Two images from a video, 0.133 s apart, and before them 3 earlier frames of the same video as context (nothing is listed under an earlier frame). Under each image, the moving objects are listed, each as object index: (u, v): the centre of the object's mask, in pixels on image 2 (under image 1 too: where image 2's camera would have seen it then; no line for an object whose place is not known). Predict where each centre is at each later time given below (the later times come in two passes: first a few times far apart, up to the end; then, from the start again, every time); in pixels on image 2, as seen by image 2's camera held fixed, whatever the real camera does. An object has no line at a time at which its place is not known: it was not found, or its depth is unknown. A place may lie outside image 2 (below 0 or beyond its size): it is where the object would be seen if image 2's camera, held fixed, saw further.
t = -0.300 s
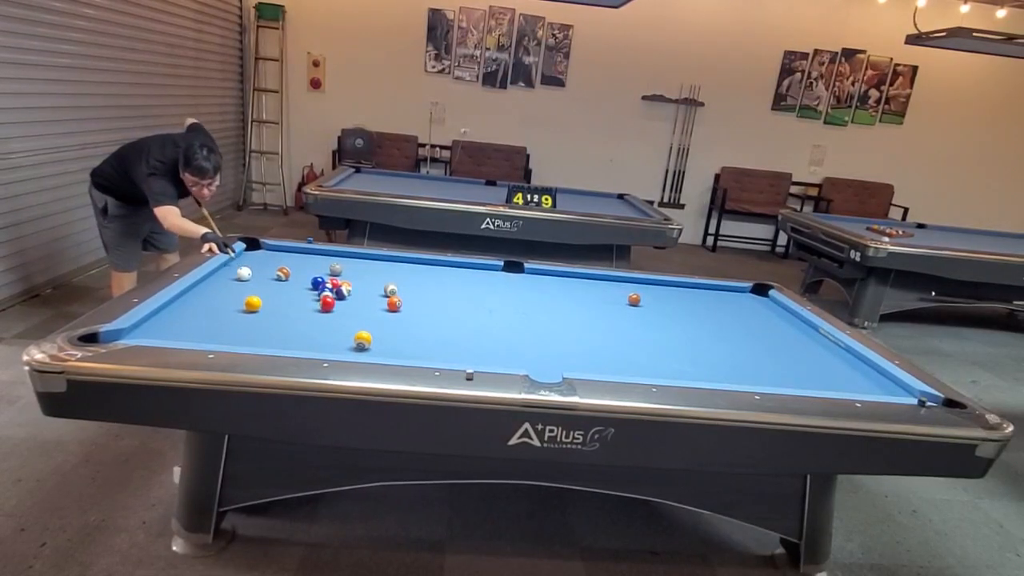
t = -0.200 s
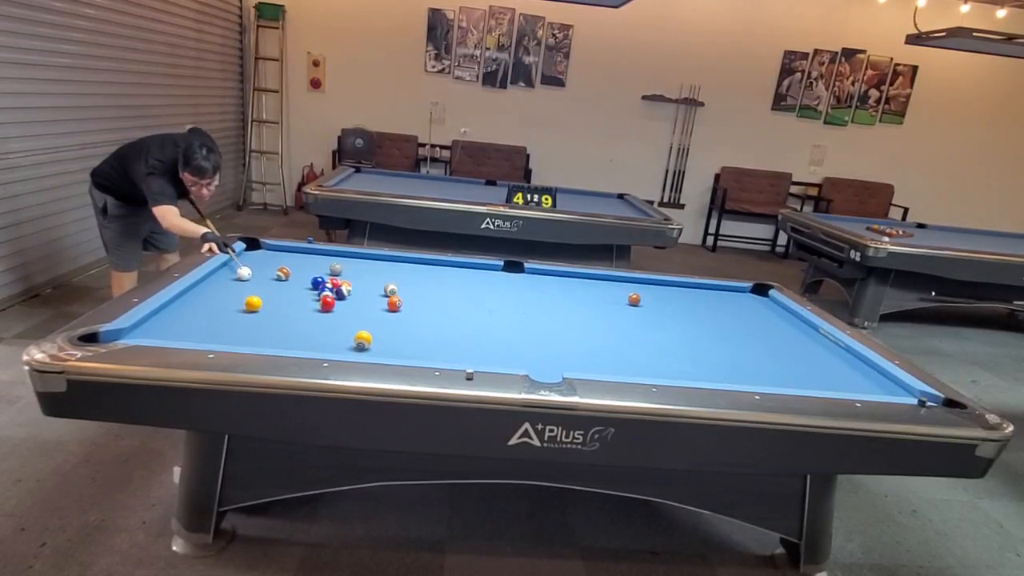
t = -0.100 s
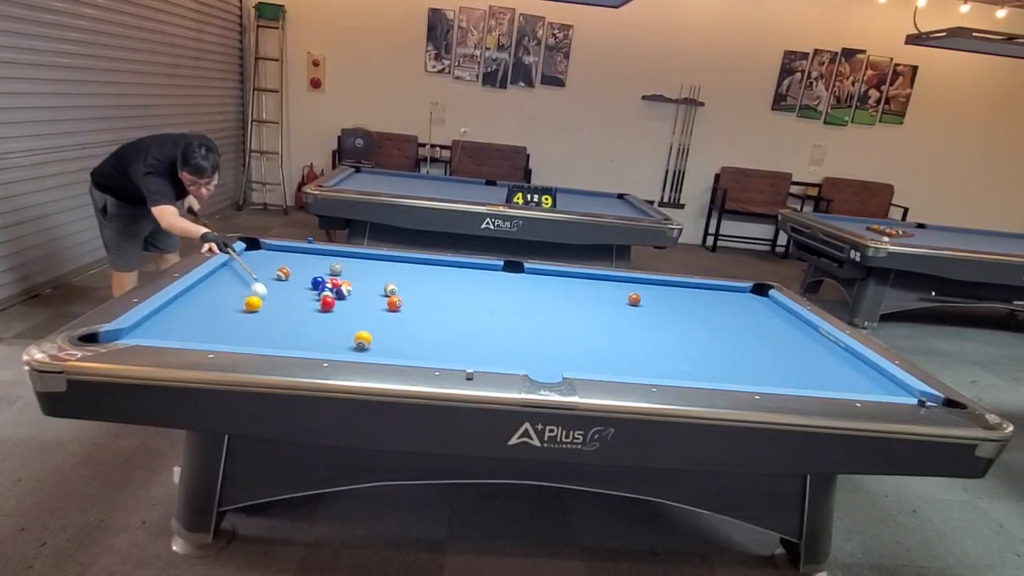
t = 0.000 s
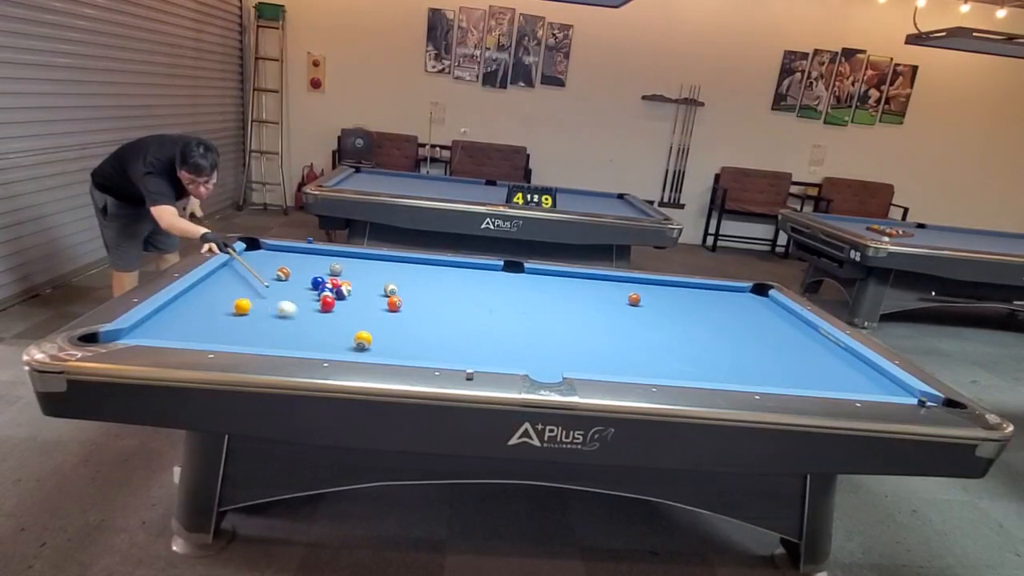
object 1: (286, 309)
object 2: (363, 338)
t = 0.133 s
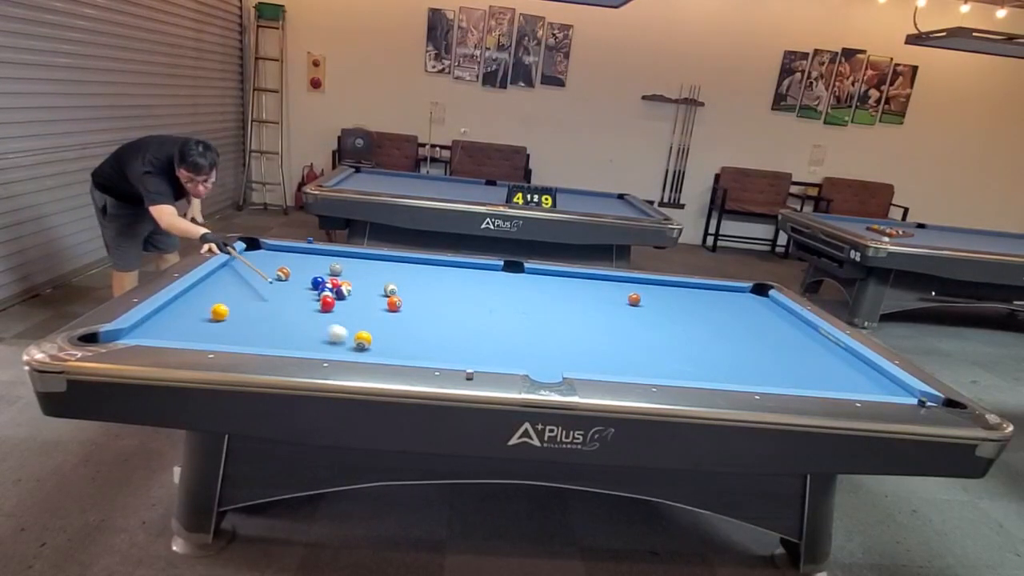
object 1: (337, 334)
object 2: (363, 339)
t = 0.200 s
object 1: (342, 345)
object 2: (386, 341)
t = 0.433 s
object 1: (365, 339)
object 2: (476, 353)
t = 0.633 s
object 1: (392, 327)
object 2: (545, 362)
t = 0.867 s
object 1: (421, 315)
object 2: (626, 370)
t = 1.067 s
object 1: (442, 305)
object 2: (688, 376)
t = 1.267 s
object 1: (459, 297)
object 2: (744, 379)
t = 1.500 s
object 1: (478, 289)
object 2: (807, 383)
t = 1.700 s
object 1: (492, 283)
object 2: (857, 385)
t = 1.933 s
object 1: (507, 276)
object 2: (899, 388)
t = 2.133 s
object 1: (518, 271)
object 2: (872, 385)
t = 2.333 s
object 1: (511, 268)
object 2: (845, 383)
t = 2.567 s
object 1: (508, 269)
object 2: (815, 380)
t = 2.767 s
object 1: (511, 271)
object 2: (790, 379)
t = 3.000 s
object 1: (513, 273)
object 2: (761, 376)
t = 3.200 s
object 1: (514, 275)
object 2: (737, 373)
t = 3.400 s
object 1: (516, 276)
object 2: (715, 372)
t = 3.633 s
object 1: (517, 277)
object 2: (690, 369)
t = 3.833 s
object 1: (518, 278)
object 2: (668, 368)
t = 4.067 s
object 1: (519, 279)
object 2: (646, 365)
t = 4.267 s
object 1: (519, 279)
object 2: (626, 364)
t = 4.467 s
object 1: (519, 279)
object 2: (608, 363)
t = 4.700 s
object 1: (519, 279)
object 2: (588, 360)
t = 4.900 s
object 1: (519, 279)
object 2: (572, 358)
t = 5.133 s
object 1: (519, 280)
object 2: (554, 357)
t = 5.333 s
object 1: (519, 279)
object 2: (540, 356)
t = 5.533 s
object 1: (519, 280)
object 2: (527, 354)
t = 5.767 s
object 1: (519, 280)
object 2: (512, 354)
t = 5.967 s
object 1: (519, 280)
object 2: (502, 353)
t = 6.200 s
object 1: (519, 280)
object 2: (489, 352)
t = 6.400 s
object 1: (519, 280)
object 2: (481, 350)
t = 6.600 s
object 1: (519, 280)
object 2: (472, 349)
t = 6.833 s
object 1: (519, 279)
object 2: (463, 349)
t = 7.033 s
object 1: (519, 279)
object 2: (456, 348)
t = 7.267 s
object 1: (519, 279)
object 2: (450, 348)
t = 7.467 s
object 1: (519, 279)
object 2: (446, 348)
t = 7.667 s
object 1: (519, 279)
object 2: (442, 348)
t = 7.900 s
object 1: (519, 279)
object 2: (440, 348)
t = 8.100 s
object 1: (519, 279)
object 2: (439, 348)
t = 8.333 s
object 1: (519, 279)
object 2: (438, 348)
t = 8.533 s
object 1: (519, 279)
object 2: (438, 347)
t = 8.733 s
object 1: (519, 279)
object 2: (438, 347)
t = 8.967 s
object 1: (519, 279)
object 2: (438, 347)
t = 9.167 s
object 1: (519, 279)
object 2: (438, 347)
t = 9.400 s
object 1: (519, 279)
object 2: (438, 347)
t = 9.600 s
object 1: (519, 279)
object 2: (438, 347)
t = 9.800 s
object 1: (519, 279)
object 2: (438, 347)
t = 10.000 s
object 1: (519, 279)
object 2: (438, 347)
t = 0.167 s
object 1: (344, 340)
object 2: (369, 339)
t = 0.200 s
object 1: (342, 345)
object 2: (386, 341)
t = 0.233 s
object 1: (340, 347)
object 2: (401, 343)
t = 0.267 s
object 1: (340, 349)
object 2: (415, 345)
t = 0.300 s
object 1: (345, 347)
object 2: (429, 347)
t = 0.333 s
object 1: (350, 346)
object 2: (441, 349)
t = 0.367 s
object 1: (355, 344)
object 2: (453, 351)
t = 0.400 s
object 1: (360, 341)
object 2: (465, 352)
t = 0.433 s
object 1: (365, 339)
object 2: (476, 353)
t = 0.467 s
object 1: (370, 337)
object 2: (488, 355)
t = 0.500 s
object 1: (375, 335)
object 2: (499, 356)
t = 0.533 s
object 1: (379, 333)
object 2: (511, 358)
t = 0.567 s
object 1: (384, 330)
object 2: (522, 359)
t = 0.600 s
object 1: (388, 329)
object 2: (534, 361)
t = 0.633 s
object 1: (392, 327)
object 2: (545, 362)
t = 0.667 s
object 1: (397, 325)
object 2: (557, 364)
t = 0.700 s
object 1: (401, 323)
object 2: (568, 365)
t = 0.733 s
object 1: (405, 321)
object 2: (579, 366)
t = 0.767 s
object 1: (409, 320)
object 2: (591, 367)
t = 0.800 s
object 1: (413, 318)
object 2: (603, 368)
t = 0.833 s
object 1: (417, 316)
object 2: (614, 369)
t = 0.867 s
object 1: (421, 315)
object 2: (626, 370)
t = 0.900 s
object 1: (424, 313)
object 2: (637, 372)
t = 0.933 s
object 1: (428, 311)
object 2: (648, 373)
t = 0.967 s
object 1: (431, 310)
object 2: (659, 374)
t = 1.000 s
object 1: (435, 308)
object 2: (669, 374)
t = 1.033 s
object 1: (438, 307)
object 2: (678, 375)
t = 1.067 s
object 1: (442, 305)
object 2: (688, 376)
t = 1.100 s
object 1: (445, 304)
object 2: (698, 376)
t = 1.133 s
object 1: (448, 302)
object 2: (707, 377)
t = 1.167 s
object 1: (451, 301)
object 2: (717, 377)
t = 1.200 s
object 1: (454, 300)
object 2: (726, 378)
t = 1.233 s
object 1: (457, 298)
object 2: (734, 378)
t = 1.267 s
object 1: (459, 297)
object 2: (744, 379)
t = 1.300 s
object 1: (462, 296)
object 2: (753, 379)
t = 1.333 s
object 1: (465, 295)
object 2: (762, 380)
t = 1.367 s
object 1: (468, 294)
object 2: (771, 381)
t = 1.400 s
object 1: (471, 292)
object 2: (780, 381)
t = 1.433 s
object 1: (474, 291)
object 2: (789, 381)
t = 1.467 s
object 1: (476, 290)
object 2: (798, 382)
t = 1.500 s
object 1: (478, 289)
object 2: (807, 383)
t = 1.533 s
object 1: (480, 288)
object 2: (815, 383)
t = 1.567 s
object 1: (483, 287)
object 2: (824, 383)
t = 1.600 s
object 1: (486, 286)
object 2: (832, 384)
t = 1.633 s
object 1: (488, 284)
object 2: (840, 384)
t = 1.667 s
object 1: (490, 284)
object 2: (849, 385)
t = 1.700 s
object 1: (492, 283)
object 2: (857, 385)
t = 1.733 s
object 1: (495, 281)
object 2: (865, 386)
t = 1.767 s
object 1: (496, 281)
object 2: (874, 386)
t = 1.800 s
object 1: (499, 279)
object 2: (882, 387)
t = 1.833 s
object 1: (501, 278)
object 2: (890, 387)
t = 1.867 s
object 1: (503, 278)
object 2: (898, 388)
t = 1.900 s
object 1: (505, 277)
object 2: (904, 388)
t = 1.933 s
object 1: (507, 276)
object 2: (899, 388)
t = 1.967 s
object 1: (509, 275)
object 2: (895, 387)
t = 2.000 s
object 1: (511, 274)
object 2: (890, 387)
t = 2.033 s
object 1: (512, 273)
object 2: (886, 387)
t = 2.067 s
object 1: (514, 272)
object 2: (880, 386)
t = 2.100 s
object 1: (516, 271)
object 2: (876, 385)
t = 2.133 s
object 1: (518, 271)
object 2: (872, 385)
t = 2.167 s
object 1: (520, 270)
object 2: (867, 385)
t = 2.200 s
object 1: (520, 269)
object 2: (863, 385)
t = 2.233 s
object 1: (518, 269)
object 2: (858, 384)
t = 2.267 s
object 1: (516, 269)
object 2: (854, 383)
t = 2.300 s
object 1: (513, 268)
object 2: (849, 383)
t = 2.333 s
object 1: (511, 268)
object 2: (845, 383)
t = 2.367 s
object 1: (509, 268)
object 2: (841, 383)
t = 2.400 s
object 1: (507, 268)
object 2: (836, 382)
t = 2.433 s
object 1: (507, 268)
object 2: (831, 382)
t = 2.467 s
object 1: (507, 268)
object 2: (827, 382)
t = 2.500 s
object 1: (508, 268)
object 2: (823, 381)
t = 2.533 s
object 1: (508, 269)
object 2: (819, 381)
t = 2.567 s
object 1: (508, 269)
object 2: (815, 380)
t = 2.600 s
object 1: (509, 270)
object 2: (810, 380)
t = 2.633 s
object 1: (509, 270)
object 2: (807, 380)
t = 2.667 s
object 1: (510, 270)
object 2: (802, 379)
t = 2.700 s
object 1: (510, 271)
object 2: (798, 379)
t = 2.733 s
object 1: (510, 271)
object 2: (794, 379)
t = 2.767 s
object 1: (511, 271)
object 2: (790, 379)
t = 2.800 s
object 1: (511, 271)
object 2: (785, 378)
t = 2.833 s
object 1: (511, 272)
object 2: (781, 378)
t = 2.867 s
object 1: (512, 272)
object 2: (777, 377)
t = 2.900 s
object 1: (512, 273)
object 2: (773, 377)
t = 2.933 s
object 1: (512, 273)
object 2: (769, 377)
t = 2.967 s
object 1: (512, 273)
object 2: (765, 377)
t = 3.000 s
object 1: (513, 273)
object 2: (761, 376)
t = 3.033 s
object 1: (513, 273)
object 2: (757, 376)
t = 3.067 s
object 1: (513, 274)
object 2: (753, 374)
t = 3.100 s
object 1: (514, 274)
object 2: (749, 373)
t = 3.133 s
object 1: (514, 274)
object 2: (745, 374)
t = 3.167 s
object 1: (514, 274)
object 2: (741, 373)
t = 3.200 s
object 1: (514, 275)
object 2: (737, 373)
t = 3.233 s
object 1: (515, 275)
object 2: (733, 373)
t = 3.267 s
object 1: (515, 275)
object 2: (729, 373)
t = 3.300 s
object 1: (515, 275)
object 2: (726, 373)
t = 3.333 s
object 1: (515, 275)
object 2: (722, 372)
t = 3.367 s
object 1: (515, 276)
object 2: (719, 372)
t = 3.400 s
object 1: (516, 276)
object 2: (715, 372)
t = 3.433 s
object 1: (516, 276)
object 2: (711, 371)
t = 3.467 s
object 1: (516, 276)
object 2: (707, 371)
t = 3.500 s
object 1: (516, 276)
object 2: (704, 371)
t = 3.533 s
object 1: (516, 276)
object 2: (700, 370)
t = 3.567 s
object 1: (517, 277)
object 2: (697, 369)
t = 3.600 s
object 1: (517, 277)
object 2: (693, 369)
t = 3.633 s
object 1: (517, 277)
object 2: (690, 369)
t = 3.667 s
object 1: (517, 277)
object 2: (686, 369)
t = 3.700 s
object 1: (517, 277)
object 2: (682, 368)
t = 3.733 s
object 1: (517, 278)
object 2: (679, 368)
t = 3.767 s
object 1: (518, 278)
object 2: (675, 368)
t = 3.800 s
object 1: (518, 278)
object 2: (672, 367)
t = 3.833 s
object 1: (518, 278)
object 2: (668, 368)
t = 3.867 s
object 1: (518, 278)
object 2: (665, 367)
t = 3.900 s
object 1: (518, 278)
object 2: (661, 367)
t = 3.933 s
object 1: (518, 278)
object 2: (658, 367)
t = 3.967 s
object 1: (518, 278)
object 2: (655, 366)
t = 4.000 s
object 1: (518, 279)
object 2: (652, 366)
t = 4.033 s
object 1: (519, 279)
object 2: (649, 366)
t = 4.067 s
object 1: (519, 279)
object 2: (646, 365)
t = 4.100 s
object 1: (519, 279)
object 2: (642, 364)
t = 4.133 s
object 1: (519, 279)
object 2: (639, 364)
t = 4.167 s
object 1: (519, 279)
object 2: (636, 364)
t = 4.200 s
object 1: (519, 279)
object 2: (632, 364)
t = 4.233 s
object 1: (519, 279)
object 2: (629, 364)
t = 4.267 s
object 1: (519, 279)
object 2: (626, 364)
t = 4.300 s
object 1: (519, 279)
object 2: (623, 363)
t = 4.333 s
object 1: (519, 279)
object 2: (620, 364)
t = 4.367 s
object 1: (519, 279)
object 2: (617, 363)
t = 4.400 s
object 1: (519, 279)
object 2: (614, 363)
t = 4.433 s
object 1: (519, 279)
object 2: (611, 363)
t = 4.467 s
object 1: (519, 279)
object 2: (608, 363)
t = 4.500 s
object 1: (519, 279)
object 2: (605, 362)
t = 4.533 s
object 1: (519, 279)
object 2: (602, 362)
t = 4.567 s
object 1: (519, 280)
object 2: (599, 362)
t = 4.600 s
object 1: (519, 279)
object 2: (597, 362)
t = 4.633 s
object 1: (519, 279)
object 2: (594, 360)
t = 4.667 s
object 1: (519, 279)
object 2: (592, 360)
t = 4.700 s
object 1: (519, 279)
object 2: (588, 360)
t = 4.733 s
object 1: (519, 279)
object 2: (585, 359)
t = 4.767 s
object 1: (519, 279)
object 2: (583, 359)
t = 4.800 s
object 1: (519, 279)
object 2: (580, 359)
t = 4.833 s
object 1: (519, 279)
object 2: (577, 359)
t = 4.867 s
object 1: (519, 279)
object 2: (575, 358)
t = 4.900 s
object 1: (519, 279)
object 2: (572, 358)
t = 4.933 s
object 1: (519, 279)
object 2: (569, 358)
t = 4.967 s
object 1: (519, 279)
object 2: (567, 358)
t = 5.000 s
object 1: (519, 279)
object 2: (564, 358)
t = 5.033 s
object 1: (519, 279)
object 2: (561, 358)
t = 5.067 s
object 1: (519, 279)
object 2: (559, 358)
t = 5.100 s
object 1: (519, 279)
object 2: (557, 357)
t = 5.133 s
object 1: (519, 280)
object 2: (554, 357)
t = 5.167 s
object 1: (519, 279)
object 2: (552, 357)
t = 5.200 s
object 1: (519, 279)
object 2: (549, 357)
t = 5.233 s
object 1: (519, 279)
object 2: (547, 357)
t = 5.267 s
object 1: (519, 279)
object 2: (545, 356)
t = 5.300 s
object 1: (519, 279)
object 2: (543, 356)
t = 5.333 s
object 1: (519, 279)
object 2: (540, 356)
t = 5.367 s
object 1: (519, 279)
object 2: (538, 355)
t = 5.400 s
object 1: (519, 279)
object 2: (536, 355)
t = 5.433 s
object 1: (519, 279)
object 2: (534, 355)
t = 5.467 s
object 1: (519, 279)
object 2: (532, 354)
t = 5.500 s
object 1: (519, 280)
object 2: (529, 354)
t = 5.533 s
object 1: (519, 280)
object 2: (527, 354)
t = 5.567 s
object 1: (519, 279)
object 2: (525, 354)
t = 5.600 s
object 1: (519, 279)
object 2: (523, 354)
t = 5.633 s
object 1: (519, 279)
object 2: (521, 354)
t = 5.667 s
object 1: (519, 279)
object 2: (518, 353)
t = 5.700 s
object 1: (519, 279)
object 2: (516, 353)
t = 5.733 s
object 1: (519, 279)
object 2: (514, 354)
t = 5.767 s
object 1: (519, 280)
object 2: (512, 354)
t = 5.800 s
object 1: (519, 279)
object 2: (511, 354)
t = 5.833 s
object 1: (519, 280)
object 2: (509, 354)
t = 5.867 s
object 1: (519, 280)
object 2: (507, 354)
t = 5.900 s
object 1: (519, 280)
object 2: (505, 353)
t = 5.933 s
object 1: (519, 279)
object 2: (503, 353)
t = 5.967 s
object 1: (519, 280)
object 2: (502, 353)
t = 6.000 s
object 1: (519, 280)
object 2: (500, 353)
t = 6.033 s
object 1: (519, 280)
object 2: (498, 353)
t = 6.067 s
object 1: (519, 280)
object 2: (496, 353)
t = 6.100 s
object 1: (519, 279)
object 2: (495, 353)
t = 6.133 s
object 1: (519, 280)
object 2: (493, 353)
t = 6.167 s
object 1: (519, 280)
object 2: (491, 352)
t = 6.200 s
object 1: (519, 280)
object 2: (489, 352)
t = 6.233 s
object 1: (519, 280)
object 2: (488, 352)
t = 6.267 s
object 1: (519, 280)
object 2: (487, 351)
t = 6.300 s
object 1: (519, 279)
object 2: (486, 351)
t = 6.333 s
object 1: (519, 280)
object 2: (484, 351)
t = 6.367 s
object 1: (519, 280)
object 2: (482, 350)
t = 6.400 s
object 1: (519, 280)
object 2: (481, 350)
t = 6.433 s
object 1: (519, 279)
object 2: (479, 350)
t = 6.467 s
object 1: (519, 279)
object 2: (478, 350)
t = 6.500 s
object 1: (519, 279)
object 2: (476, 350)
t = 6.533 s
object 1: (519, 280)
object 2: (475, 350)
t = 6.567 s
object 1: (519, 280)
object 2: (473, 349)
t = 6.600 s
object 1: (519, 280)
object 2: (472, 349)
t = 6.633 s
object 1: (519, 280)
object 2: (471, 349)
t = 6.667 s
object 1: (519, 280)
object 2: (469, 349)
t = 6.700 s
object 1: (519, 279)
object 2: (468, 349)
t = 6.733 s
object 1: (519, 279)
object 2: (466, 349)
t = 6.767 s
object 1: (519, 280)
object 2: (465, 349)
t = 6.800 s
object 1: (519, 280)
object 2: (464, 349)
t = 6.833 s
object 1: (519, 279)
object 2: (463, 349)
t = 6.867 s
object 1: (519, 279)
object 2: (462, 348)
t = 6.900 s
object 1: (519, 280)
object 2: (461, 348)
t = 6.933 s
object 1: (519, 279)
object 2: (459, 348)
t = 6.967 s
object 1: (519, 280)
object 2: (458, 348)
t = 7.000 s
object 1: (519, 280)
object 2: (457, 348)
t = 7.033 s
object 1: (519, 279)
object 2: (456, 348)
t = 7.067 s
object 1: (519, 280)
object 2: (455, 348)
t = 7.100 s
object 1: (519, 279)
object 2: (455, 349)
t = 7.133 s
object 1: (519, 279)
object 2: (454, 349)
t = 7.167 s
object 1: (519, 279)
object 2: (453, 348)
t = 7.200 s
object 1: (519, 279)
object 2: (452, 349)
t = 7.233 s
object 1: (519, 279)
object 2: (451, 348)
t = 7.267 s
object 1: (519, 279)
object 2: (450, 348)
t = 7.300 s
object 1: (519, 279)
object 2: (450, 348)
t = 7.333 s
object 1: (519, 280)
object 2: (449, 348)
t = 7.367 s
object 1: (519, 280)
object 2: (448, 348)
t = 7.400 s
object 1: (519, 279)
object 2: (447, 348)
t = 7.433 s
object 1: (519, 279)
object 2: (447, 348)
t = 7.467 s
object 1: (519, 279)
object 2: (446, 348)
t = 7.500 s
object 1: (519, 279)
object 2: (445, 348)
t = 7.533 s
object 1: (519, 279)
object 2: (445, 348)
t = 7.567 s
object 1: (519, 279)
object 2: (444, 348)
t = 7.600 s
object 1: (519, 279)
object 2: (444, 348)
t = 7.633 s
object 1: (519, 279)
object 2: (443, 348)
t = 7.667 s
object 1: (519, 279)
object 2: (442, 348)
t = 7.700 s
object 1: (519, 280)
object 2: (442, 348)
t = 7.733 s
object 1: (519, 279)
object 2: (442, 348)
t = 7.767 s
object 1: (519, 279)
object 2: (441, 348)
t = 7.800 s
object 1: (519, 279)
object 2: (441, 348)
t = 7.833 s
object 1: (519, 279)
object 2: (441, 348)
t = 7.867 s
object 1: (519, 279)
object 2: (440, 348)
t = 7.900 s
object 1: (519, 279)
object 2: (440, 348)
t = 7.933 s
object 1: (519, 279)
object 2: (440, 347)
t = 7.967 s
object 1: (519, 279)
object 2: (439, 348)
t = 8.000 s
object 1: (519, 279)
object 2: (439, 348)
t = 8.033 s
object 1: (519, 279)
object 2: (439, 347)
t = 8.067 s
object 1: (519, 279)
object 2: (439, 348)
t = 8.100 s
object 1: (519, 279)
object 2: (439, 348)
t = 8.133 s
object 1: (519, 279)
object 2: (438, 348)
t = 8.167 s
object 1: (519, 279)
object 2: (438, 348)
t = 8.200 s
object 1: (519, 279)
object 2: (438, 348)
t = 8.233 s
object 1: (519, 279)
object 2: (438, 347)
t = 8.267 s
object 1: (519, 279)
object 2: (438, 348)
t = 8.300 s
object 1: (519, 279)
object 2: (438, 348)
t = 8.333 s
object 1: (519, 279)
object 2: (438, 348)
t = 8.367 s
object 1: (519, 279)
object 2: (438, 347)
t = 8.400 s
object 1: (519, 279)
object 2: (438, 347)
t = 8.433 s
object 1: (519, 279)
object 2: (438, 347)
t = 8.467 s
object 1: (519, 279)
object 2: (438, 347)
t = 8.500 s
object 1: (519, 279)
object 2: (438, 347)
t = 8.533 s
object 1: (519, 279)
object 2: (438, 347)
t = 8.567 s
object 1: (519, 279)
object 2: (438, 347)
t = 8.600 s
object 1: (519, 279)
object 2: (438, 347)
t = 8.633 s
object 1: (519, 279)
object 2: (438, 347)
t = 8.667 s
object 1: (519, 279)
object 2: (438, 347)
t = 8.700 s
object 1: (519, 279)
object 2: (438, 347)
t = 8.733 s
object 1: (519, 279)
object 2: (438, 347)
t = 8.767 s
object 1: (519, 279)
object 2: (438, 347)
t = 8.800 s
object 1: (519, 279)
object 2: (438, 347)
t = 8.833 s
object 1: (519, 279)
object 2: (438, 347)
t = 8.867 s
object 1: (519, 279)
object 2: (438, 347)
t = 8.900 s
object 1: (519, 279)
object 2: (438, 347)
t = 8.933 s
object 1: (519, 279)
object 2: (438, 347)
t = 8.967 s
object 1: (519, 279)
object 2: (438, 347)
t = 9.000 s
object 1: (519, 279)
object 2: (438, 347)
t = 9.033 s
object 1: (519, 279)
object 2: (438, 347)
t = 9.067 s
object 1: (519, 279)
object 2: (438, 347)
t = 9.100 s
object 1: (519, 279)
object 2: (438, 347)
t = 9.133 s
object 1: (519, 279)
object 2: (438, 347)
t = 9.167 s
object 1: (519, 279)
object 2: (438, 347)
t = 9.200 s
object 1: (519, 279)
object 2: (438, 347)
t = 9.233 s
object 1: (519, 279)
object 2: (438, 347)
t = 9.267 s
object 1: (519, 279)
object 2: (438, 347)
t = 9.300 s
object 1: (519, 279)
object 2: (438, 347)
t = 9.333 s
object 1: (519, 279)
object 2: (438, 347)
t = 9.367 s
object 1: (519, 279)
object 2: (438, 347)
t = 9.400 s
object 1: (519, 279)
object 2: (438, 347)
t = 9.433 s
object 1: (519, 279)
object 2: (438, 347)
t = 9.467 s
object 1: (519, 279)
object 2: (438, 347)
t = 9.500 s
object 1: (519, 279)
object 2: (438, 347)
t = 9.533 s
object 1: (519, 279)
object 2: (438, 347)
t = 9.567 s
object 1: (519, 279)
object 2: (438, 347)
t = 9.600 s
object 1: (519, 279)
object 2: (438, 347)
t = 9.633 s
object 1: (519, 279)
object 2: (438, 347)
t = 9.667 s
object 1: (519, 279)
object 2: (438, 347)
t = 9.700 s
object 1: (519, 279)
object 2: (438, 347)
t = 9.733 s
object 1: (519, 279)
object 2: (438, 347)
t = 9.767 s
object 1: (519, 279)
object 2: (438, 347)
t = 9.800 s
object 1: (519, 279)
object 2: (438, 347)
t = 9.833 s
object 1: (519, 279)
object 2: (438, 347)
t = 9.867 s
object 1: (519, 279)
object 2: (438, 347)
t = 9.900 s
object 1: (519, 279)
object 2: (438, 347)
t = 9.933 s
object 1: (519, 279)
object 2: (438, 347)
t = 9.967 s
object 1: (519, 279)
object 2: (438, 347)
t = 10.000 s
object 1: (519, 279)
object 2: (438, 347)
